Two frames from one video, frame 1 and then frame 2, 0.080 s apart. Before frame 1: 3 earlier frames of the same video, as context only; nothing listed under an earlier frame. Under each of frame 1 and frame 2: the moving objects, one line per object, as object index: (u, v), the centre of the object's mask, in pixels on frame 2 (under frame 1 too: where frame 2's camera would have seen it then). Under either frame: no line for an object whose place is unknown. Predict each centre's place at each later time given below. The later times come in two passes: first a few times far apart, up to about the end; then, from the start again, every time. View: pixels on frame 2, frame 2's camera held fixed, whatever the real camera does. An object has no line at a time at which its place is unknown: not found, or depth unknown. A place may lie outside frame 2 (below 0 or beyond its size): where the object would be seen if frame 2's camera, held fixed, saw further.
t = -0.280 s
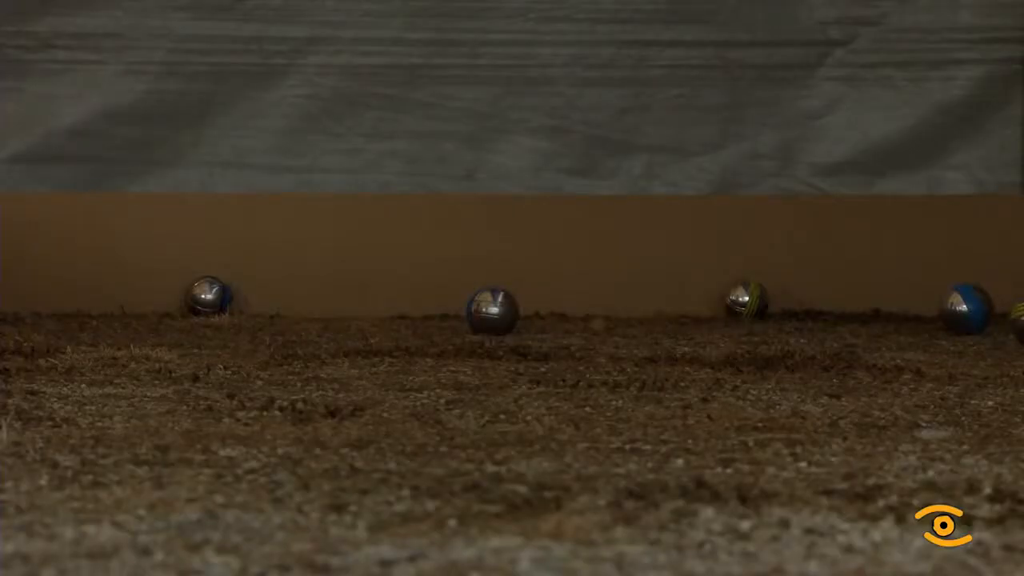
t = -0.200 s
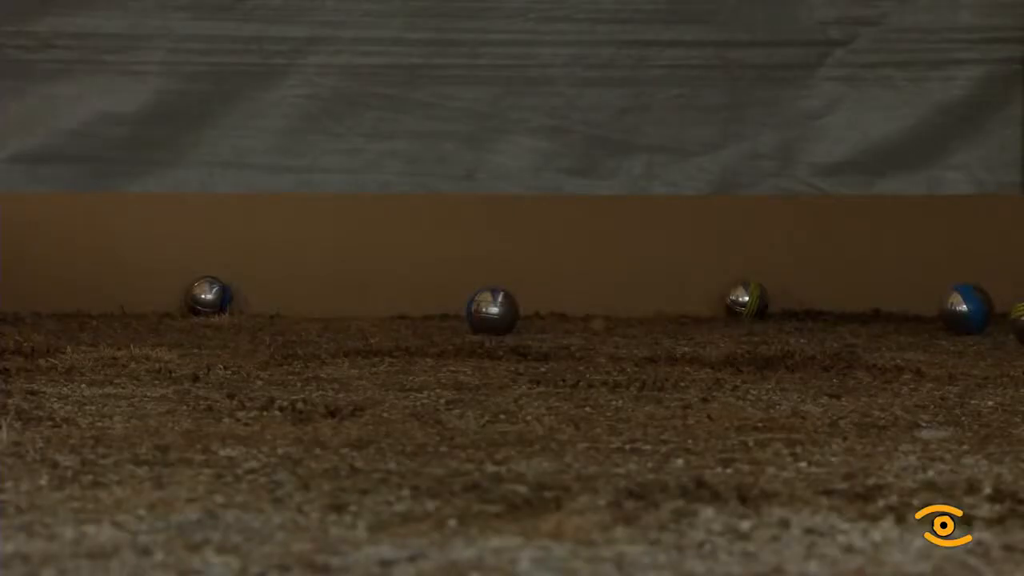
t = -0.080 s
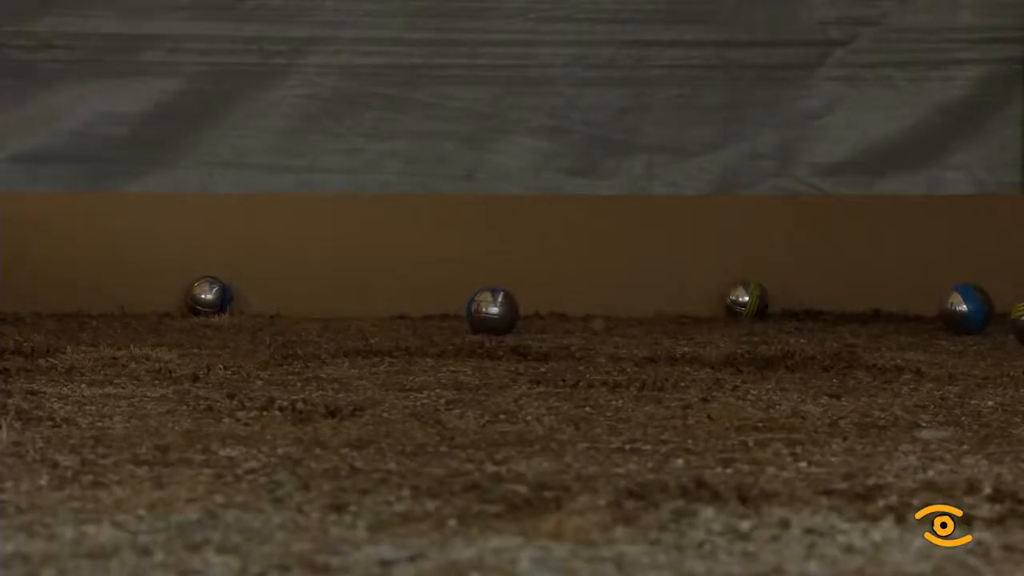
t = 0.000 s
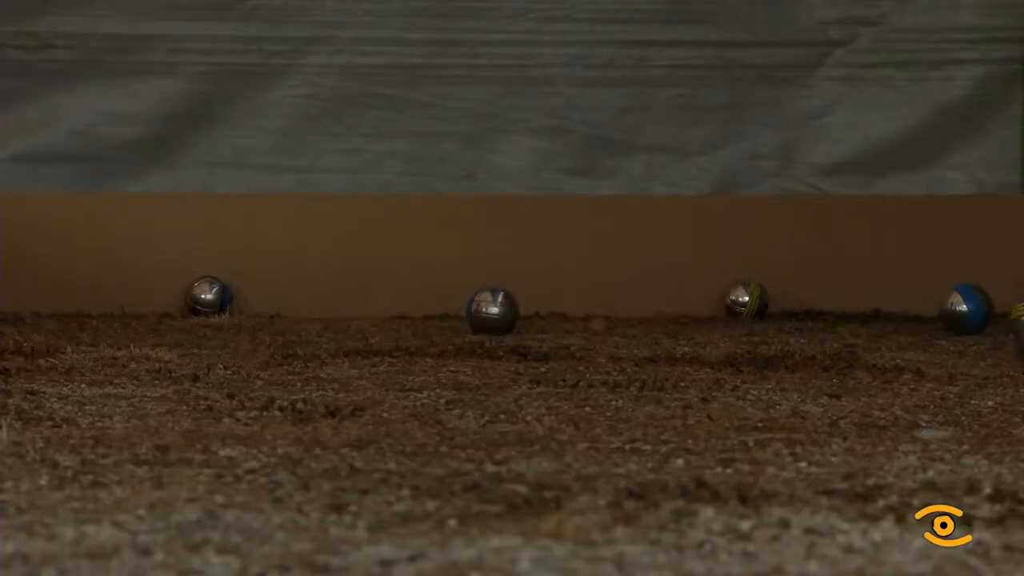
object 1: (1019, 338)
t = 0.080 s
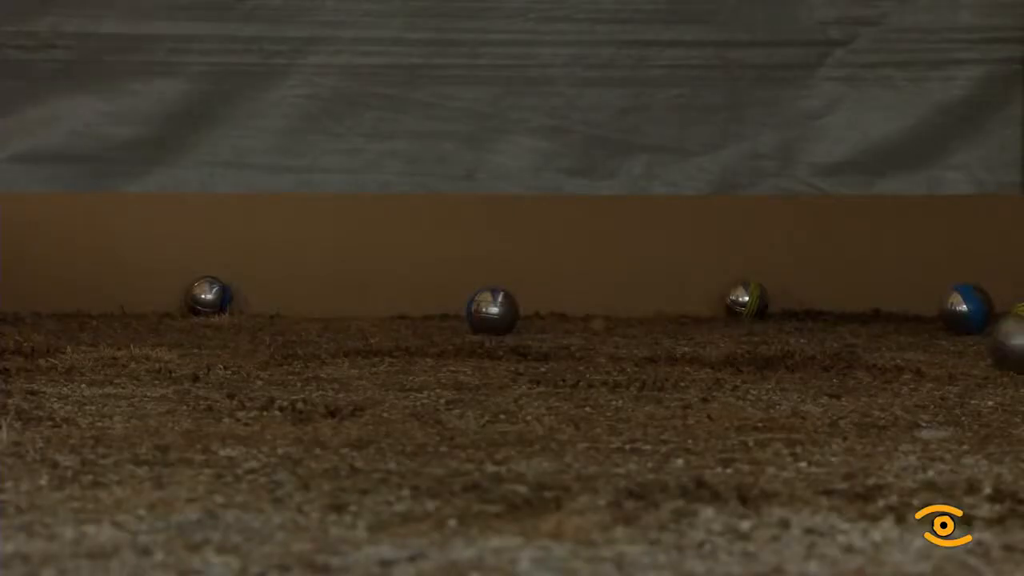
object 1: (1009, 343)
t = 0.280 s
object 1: (962, 337)
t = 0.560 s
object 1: (890, 332)
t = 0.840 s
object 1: (858, 327)
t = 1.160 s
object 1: (862, 323)
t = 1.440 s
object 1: (868, 323)
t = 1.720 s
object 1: (863, 322)
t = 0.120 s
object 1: (1002, 339)
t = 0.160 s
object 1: (994, 338)
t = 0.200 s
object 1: (983, 337)
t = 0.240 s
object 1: (972, 336)
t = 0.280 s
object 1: (962, 337)
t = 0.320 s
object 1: (947, 336)
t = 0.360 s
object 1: (938, 335)
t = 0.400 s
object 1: (929, 334)
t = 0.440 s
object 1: (919, 333)
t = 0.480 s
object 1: (908, 334)
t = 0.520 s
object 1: (900, 333)
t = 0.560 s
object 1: (890, 332)
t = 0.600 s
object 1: (881, 330)
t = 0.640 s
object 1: (877, 328)
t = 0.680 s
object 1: (872, 326)
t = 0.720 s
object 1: (868, 328)
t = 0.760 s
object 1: (864, 327)
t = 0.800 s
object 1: (860, 328)
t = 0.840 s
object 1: (858, 327)
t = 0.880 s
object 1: (858, 327)
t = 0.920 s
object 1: (858, 326)
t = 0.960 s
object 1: (858, 326)
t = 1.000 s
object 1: (858, 325)
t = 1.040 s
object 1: (859, 324)
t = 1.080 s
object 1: (860, 324)
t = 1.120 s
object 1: (861, 324)
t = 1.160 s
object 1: (862, 323)
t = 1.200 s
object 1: (864, 323)
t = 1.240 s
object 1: (865, 324)
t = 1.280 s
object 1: (867, 323)
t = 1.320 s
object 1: (867, 323)
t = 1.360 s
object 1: (868, 323)
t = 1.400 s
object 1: (868, 323)
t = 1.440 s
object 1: (868, 323)
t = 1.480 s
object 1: (868, 323)
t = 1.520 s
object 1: (868, 322)
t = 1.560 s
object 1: (868, 322)
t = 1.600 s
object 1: (867, 322)
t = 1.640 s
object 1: (866, 322)
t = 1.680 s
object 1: (865, 322)
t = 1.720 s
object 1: (863, 322)
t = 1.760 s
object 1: (862, 322)
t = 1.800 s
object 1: (861, 322)
